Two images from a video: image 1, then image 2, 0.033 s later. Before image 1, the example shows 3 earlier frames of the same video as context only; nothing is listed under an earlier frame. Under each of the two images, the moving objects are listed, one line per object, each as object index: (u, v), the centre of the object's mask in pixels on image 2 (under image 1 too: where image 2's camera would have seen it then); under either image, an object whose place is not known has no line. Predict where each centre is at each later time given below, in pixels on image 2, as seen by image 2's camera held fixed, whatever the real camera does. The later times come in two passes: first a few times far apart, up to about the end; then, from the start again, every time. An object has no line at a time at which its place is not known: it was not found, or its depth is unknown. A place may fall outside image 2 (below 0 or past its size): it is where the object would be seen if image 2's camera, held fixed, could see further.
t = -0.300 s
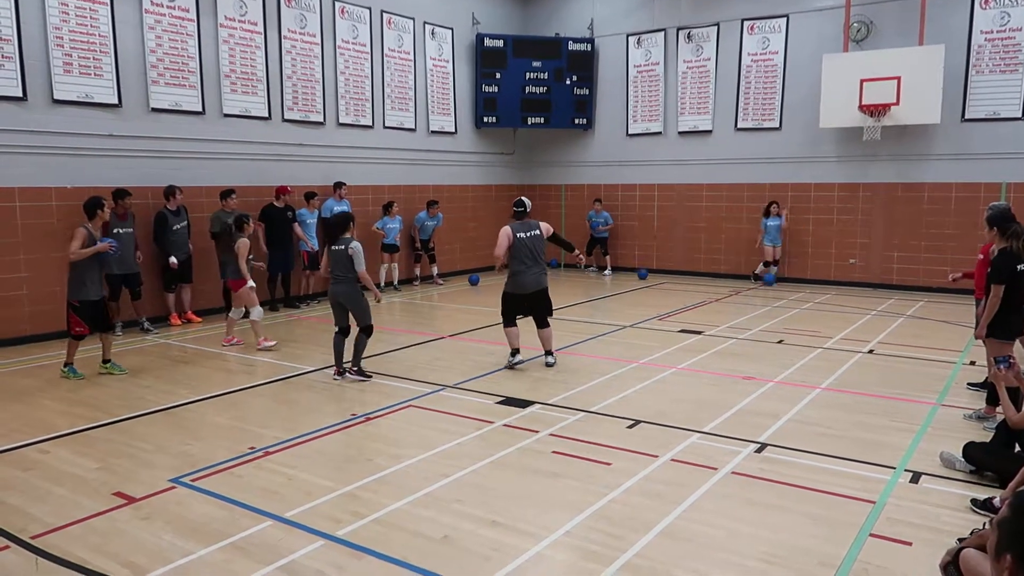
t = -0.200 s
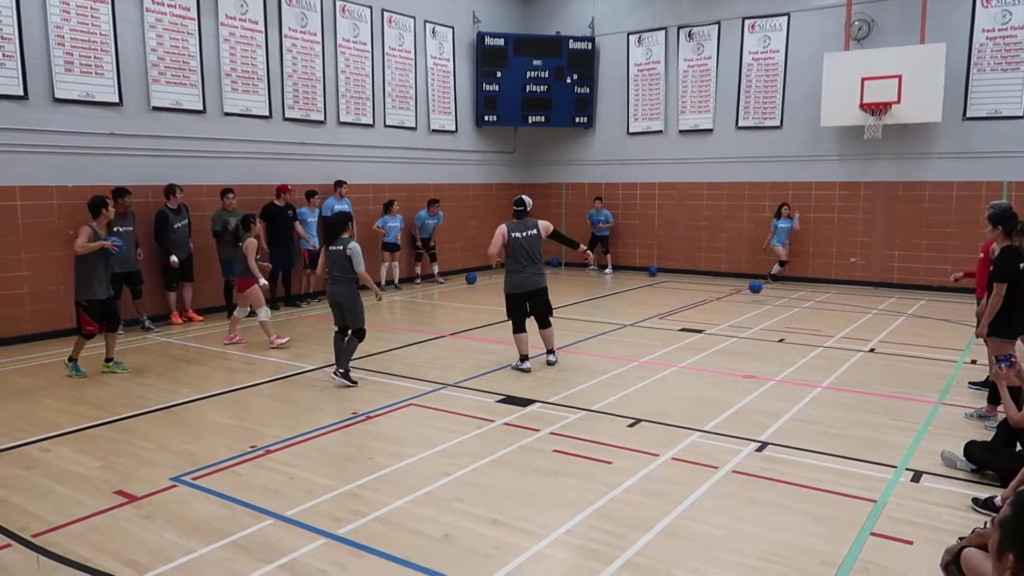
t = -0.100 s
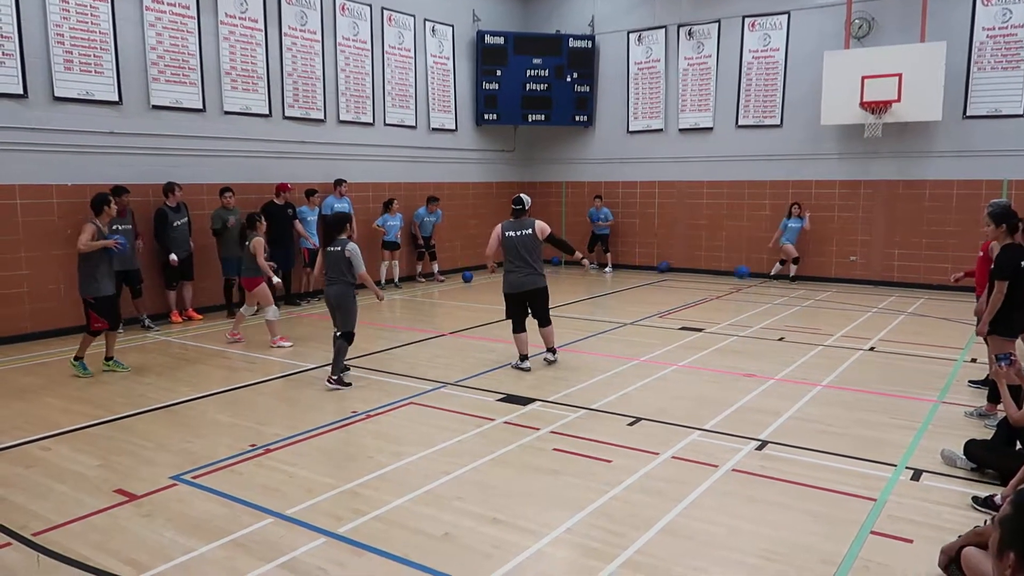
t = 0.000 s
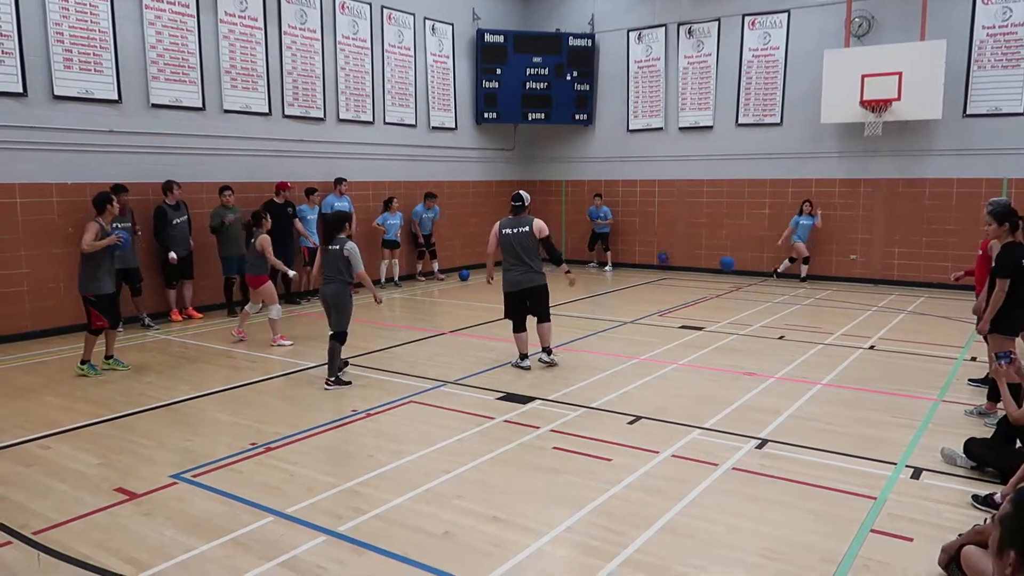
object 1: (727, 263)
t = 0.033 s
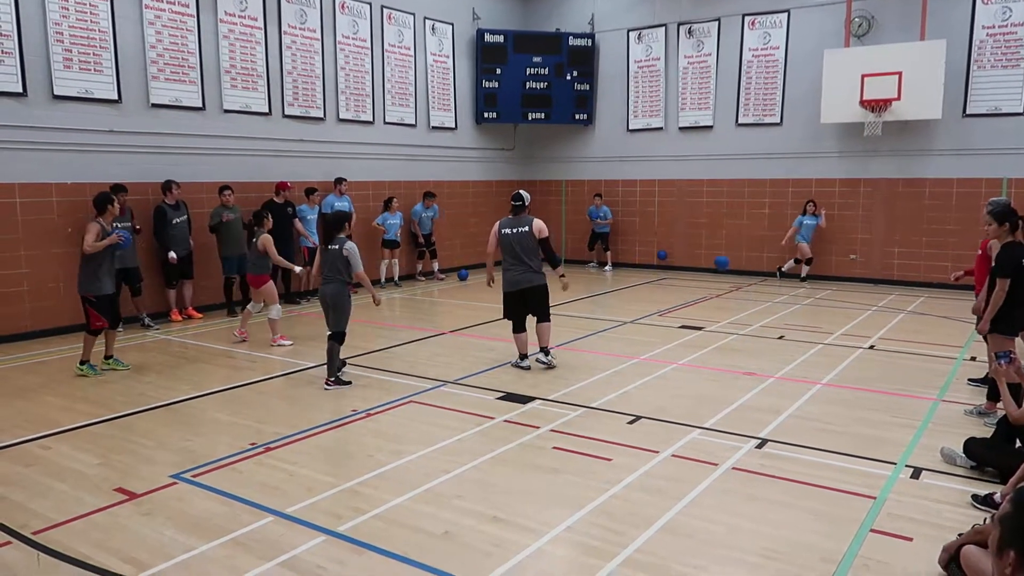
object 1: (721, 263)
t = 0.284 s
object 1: (678, 283)
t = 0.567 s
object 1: (623, 310)
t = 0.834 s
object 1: (565, 335)
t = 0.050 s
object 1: (718, 263)
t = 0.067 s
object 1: (716, 262)
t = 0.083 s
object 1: (714, 263)
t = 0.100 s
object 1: (711, 262)
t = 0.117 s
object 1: (708, 264)
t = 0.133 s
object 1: (706, 264)
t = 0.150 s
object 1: (702, 266)
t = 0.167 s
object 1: (700, 267)
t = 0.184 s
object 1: (697, 268)
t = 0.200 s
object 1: (694, 270)
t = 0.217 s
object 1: (690, 273)
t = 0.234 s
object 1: (687, 275)
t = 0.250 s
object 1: (684, 278)
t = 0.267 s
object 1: (681, 281)
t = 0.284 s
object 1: (678, 283)
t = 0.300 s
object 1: (675, 286)
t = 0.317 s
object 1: (672, 290)
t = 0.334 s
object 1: (669, 294)
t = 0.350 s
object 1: (666, 298)
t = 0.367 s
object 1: (662, 302)
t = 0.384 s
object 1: (659, 307)
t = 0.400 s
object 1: (656, 311)
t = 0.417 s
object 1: (653, 316)
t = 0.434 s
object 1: (649, 320)
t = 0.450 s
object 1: (646, 319)
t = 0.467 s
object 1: (643, 317)
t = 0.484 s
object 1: (640, 316)
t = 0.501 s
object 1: (637, 314)
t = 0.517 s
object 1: (634, 313)
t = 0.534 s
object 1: (630, 311)
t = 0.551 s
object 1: (627, 311)
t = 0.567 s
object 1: (623, 310)
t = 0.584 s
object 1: (620, 310)
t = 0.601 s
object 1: (617, 310)
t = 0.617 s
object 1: (613, 310)
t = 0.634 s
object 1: (610, 310)
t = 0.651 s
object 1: (606, 311)
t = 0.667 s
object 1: (603, 312)
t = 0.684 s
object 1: (599, 313)
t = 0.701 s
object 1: (596, 314)
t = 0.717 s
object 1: (592, 316)
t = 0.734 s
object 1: (588, 318)
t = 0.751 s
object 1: (584, 320)
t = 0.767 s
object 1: (581, 322)
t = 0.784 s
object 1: (577, 325)
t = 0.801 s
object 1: (573, 328)
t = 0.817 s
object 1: (569, 332)
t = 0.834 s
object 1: (565, 335)
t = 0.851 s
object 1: (561, 339)
